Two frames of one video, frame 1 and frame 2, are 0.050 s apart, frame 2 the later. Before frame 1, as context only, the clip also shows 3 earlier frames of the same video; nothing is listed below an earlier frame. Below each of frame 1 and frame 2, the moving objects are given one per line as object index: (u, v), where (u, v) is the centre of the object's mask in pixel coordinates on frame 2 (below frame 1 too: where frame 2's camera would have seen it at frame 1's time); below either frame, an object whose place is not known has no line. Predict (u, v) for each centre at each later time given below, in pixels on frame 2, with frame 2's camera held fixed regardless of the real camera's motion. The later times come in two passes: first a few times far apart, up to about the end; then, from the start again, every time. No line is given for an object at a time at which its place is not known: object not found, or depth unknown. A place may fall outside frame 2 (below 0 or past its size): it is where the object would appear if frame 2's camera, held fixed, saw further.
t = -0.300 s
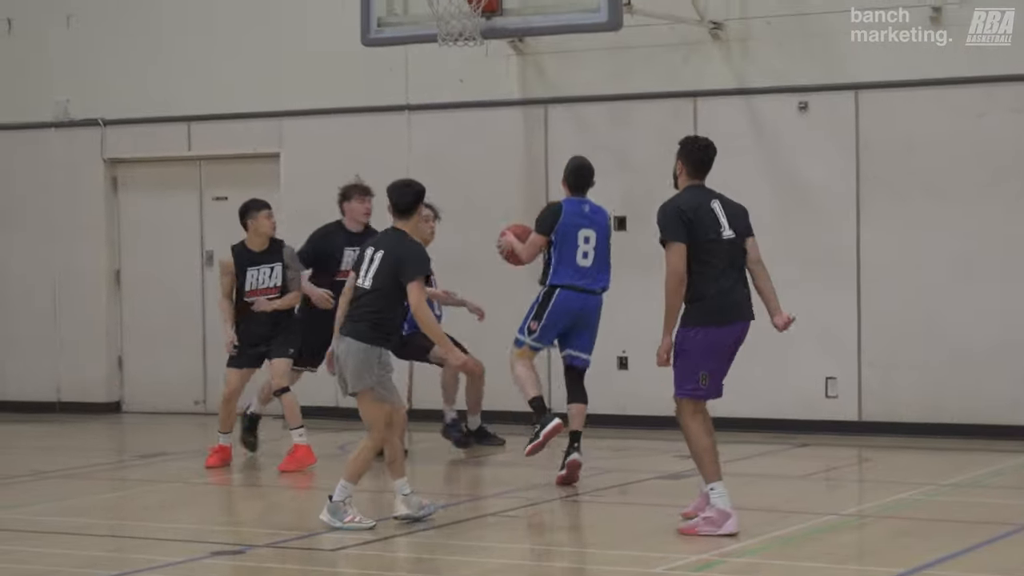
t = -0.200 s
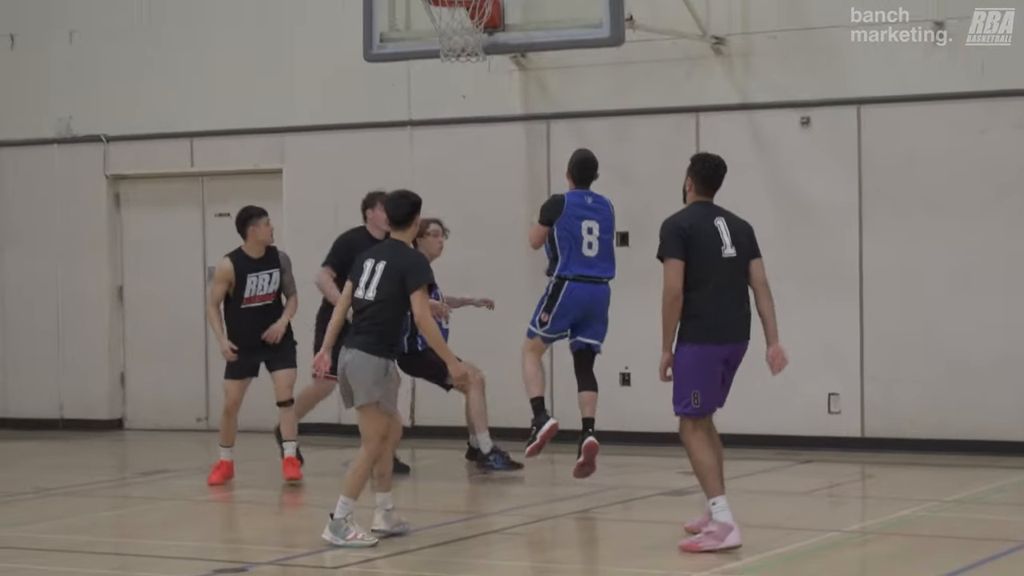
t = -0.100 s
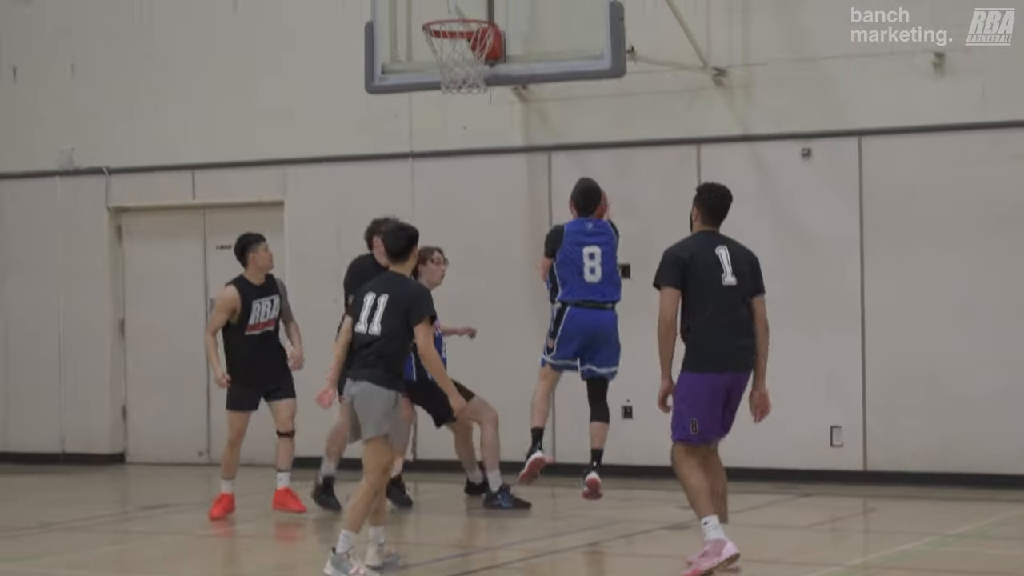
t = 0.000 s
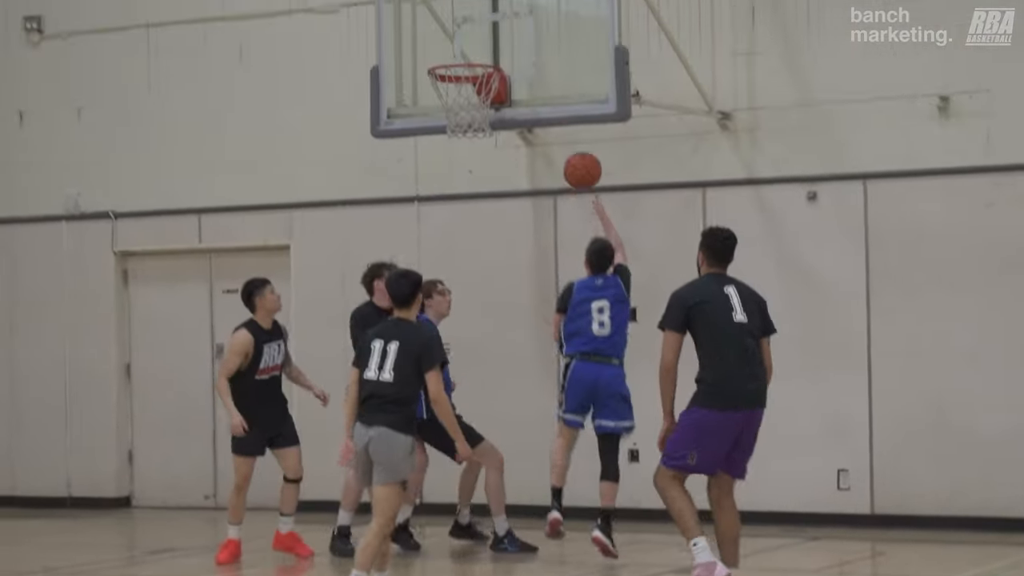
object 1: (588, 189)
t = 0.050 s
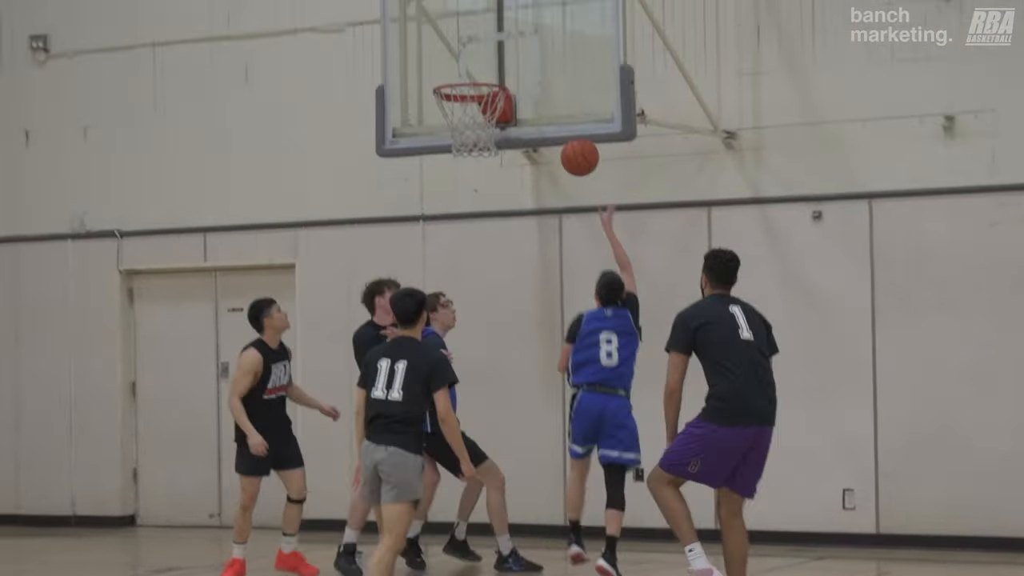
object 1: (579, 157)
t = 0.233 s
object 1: (551, 73)
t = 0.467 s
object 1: (494, 42)
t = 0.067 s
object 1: (576, 147)
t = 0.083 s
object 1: (574, 137)
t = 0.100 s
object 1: (571, 128)
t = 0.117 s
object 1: (569, 119)
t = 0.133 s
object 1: (566, 111)
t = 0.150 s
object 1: (564, 104)
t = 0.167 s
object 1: (561, 97)
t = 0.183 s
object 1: (559, 90)
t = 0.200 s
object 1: (556, 84)
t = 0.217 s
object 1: (554, 78)
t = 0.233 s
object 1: (551, 73)
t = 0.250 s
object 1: (549, 68)
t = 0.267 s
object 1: (547, 64)
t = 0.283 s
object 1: (544, 60)
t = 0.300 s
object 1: (542, 56)
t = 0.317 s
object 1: (538, 53)
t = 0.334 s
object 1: (533, 50)
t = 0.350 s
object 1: (528, 47)
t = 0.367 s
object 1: (524, 45)
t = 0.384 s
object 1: (519, 44)
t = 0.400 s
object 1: (514, 42)
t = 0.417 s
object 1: (509, 41)
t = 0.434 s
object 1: (504, 41)
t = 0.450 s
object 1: (499, 41)
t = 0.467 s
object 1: (494, 42)
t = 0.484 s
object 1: (489, 42)
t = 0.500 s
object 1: (484, 44)
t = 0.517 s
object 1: (480, 45)
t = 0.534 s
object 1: (475, 48)
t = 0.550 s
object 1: (470, 50)
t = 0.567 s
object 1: (466, 52)
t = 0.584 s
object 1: (461, 56)
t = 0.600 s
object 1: (456, 60)
